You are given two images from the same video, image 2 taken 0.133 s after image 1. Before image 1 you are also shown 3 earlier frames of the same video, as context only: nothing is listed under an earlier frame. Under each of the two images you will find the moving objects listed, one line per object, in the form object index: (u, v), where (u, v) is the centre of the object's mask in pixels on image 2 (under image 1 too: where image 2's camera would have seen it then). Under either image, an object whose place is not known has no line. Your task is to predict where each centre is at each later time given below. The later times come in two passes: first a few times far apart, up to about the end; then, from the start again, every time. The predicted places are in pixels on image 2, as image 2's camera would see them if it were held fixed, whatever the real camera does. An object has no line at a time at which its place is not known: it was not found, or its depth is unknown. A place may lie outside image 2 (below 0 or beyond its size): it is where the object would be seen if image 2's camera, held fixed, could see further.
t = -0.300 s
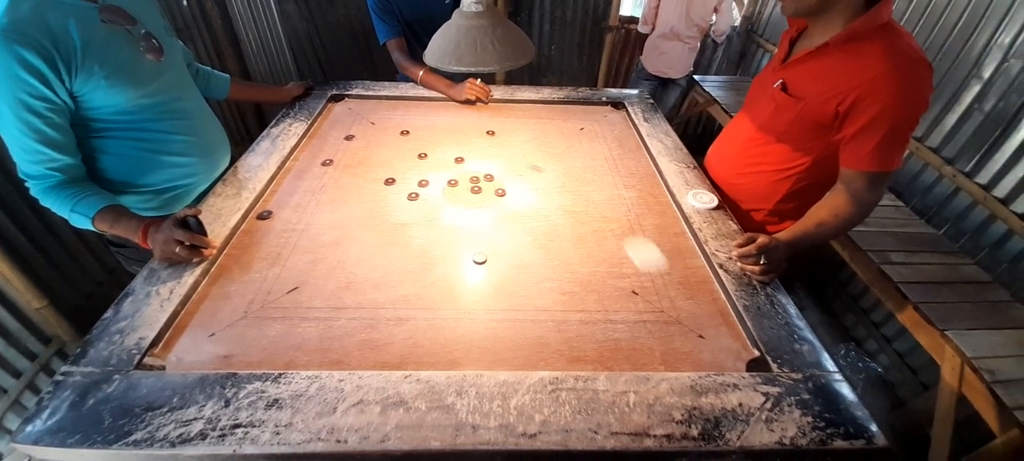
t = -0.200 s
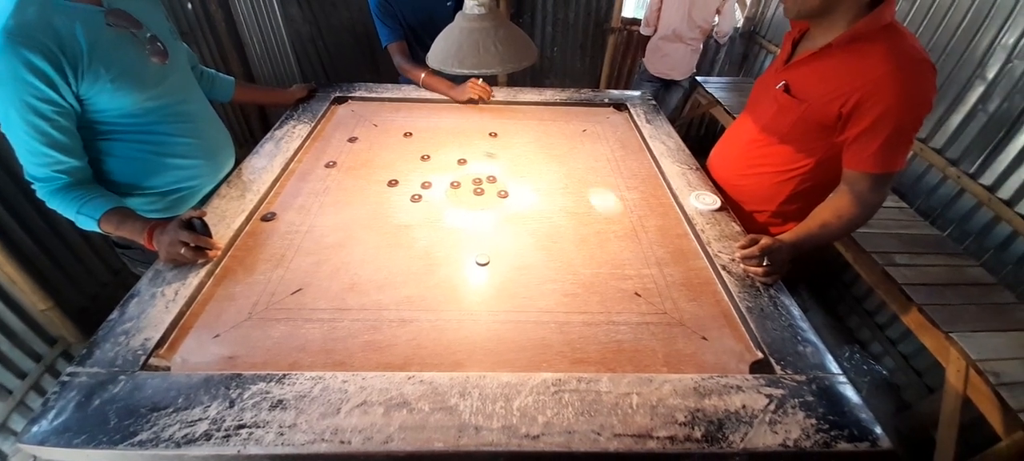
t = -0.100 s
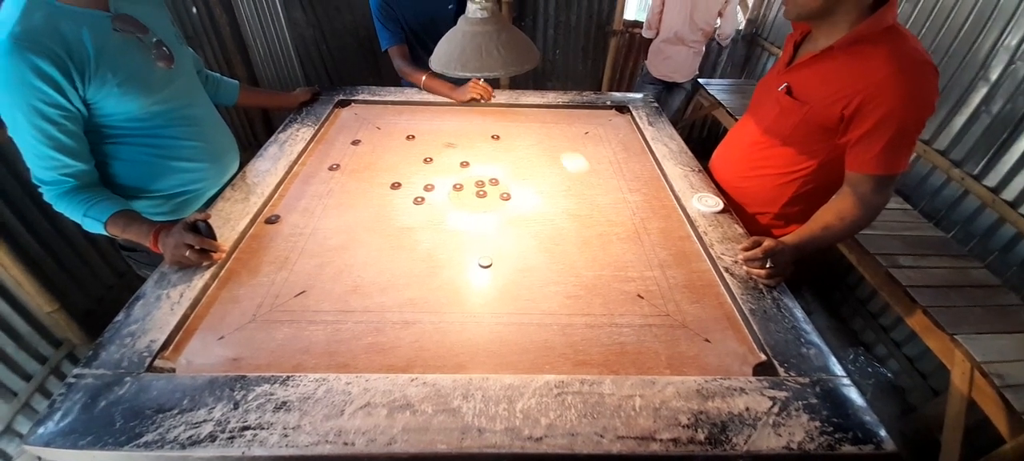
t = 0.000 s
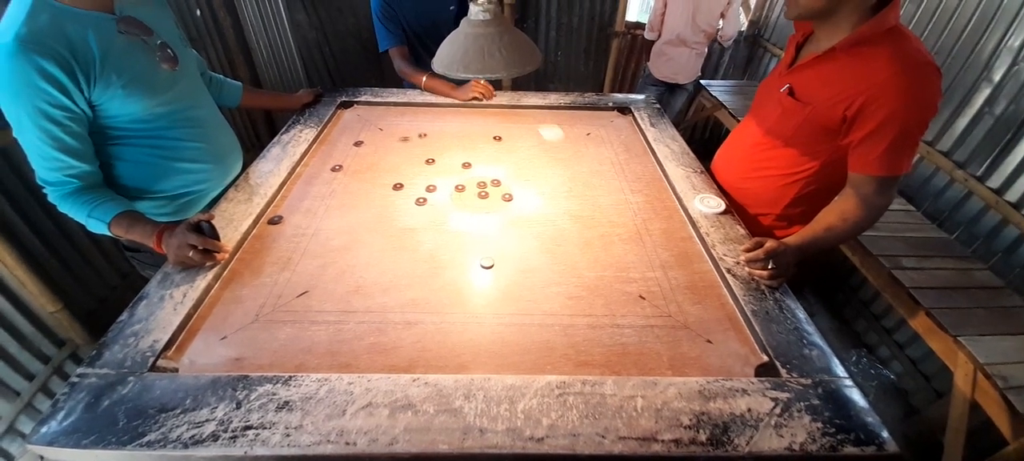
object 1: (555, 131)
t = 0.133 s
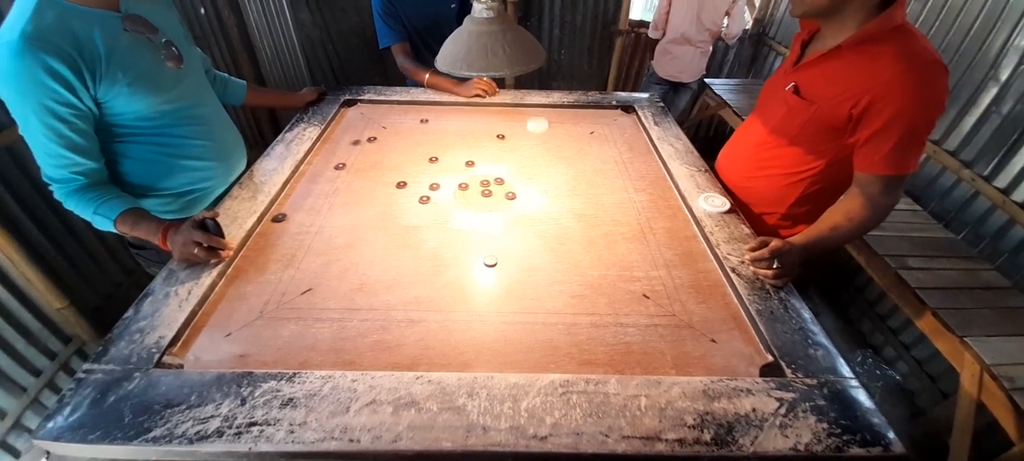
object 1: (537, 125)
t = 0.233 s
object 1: (534, 149)
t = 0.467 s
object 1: (530, 231)
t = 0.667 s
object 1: (538, 343)
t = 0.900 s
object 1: (544, 256)
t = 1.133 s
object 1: (547, 186)
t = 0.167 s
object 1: (536, 133)
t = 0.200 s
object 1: (535, 141)
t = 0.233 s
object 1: (534, 149)
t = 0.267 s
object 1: (533, 159)
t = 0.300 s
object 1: (531, 170)
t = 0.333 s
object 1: (528, 181)
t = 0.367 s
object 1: (528, 192)
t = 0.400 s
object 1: (528, 198)
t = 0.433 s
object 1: (528, 205)
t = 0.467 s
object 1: (530, 231)
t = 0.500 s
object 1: (531, 244)
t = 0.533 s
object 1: (533, 262)
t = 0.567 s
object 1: (534, 278)
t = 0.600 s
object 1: (535, 299)
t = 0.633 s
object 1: (537, 321)
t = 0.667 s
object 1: (538, 343)
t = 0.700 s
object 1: (539, 351)
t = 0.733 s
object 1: (540, 333)
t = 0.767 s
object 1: (540, 315)
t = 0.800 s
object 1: (541, 299)
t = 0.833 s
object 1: (542, 283)
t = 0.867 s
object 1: (543, 269)
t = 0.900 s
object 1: (544, 256)
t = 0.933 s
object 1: (544, 244)
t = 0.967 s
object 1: (544, 232)
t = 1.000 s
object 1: (545, 221)
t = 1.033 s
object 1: (545, 211)
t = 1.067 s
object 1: (547, 203)
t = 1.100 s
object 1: (549, 193)
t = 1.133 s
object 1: (547, 186)
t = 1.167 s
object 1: (547, 179)
